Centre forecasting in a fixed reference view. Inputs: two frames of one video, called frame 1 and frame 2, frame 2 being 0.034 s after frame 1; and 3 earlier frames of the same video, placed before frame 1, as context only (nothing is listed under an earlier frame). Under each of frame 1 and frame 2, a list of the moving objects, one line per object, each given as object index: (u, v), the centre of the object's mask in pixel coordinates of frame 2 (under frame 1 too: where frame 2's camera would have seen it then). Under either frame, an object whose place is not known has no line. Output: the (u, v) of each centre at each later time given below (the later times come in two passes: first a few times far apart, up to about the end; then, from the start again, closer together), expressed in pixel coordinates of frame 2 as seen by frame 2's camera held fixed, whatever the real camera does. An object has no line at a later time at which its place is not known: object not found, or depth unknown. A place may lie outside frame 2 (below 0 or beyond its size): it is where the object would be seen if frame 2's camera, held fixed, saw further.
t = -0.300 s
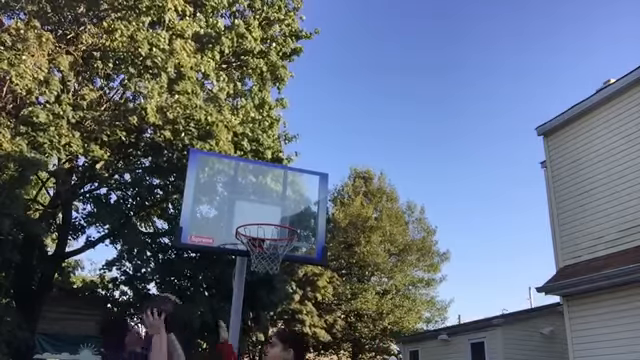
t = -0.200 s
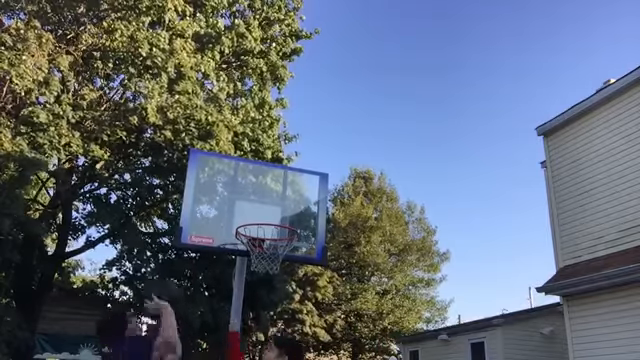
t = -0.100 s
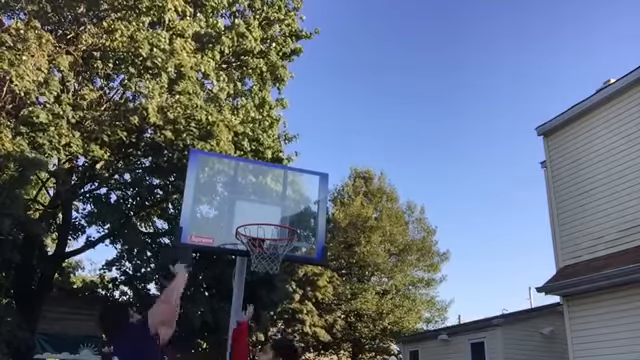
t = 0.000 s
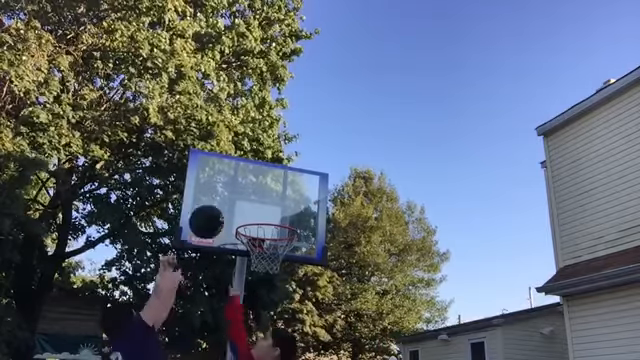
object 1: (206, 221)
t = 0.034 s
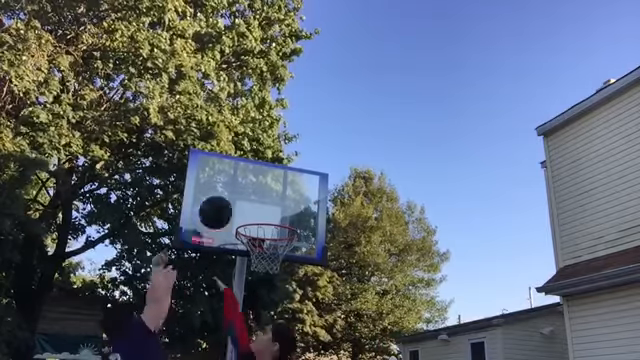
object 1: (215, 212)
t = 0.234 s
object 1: (258, 192)
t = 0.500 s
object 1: (308, 210)
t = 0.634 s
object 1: (339, 247)
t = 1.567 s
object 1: (501, 330)
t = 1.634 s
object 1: (509, 332)
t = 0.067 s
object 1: (224, 205)
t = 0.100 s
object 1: (231, 199)
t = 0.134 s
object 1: (239, 195)
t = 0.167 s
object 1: (245, 193)
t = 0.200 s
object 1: (251, 192)
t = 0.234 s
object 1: (258, 192)
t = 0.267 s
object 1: (262, 193)
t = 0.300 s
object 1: (268, 195)
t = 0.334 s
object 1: (273, 195)
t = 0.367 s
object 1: (281, 195)
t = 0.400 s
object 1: (288, 197)
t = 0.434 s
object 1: (294, 200)
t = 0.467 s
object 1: (301, 205)
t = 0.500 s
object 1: (308, 210)
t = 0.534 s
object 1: (315, 217)
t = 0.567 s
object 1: (322, 226)
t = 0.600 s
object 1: (329, 236)
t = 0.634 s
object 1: (339, 247)
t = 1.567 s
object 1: (501, 330)
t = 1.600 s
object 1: (505, 330)
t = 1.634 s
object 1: (509, 332)
